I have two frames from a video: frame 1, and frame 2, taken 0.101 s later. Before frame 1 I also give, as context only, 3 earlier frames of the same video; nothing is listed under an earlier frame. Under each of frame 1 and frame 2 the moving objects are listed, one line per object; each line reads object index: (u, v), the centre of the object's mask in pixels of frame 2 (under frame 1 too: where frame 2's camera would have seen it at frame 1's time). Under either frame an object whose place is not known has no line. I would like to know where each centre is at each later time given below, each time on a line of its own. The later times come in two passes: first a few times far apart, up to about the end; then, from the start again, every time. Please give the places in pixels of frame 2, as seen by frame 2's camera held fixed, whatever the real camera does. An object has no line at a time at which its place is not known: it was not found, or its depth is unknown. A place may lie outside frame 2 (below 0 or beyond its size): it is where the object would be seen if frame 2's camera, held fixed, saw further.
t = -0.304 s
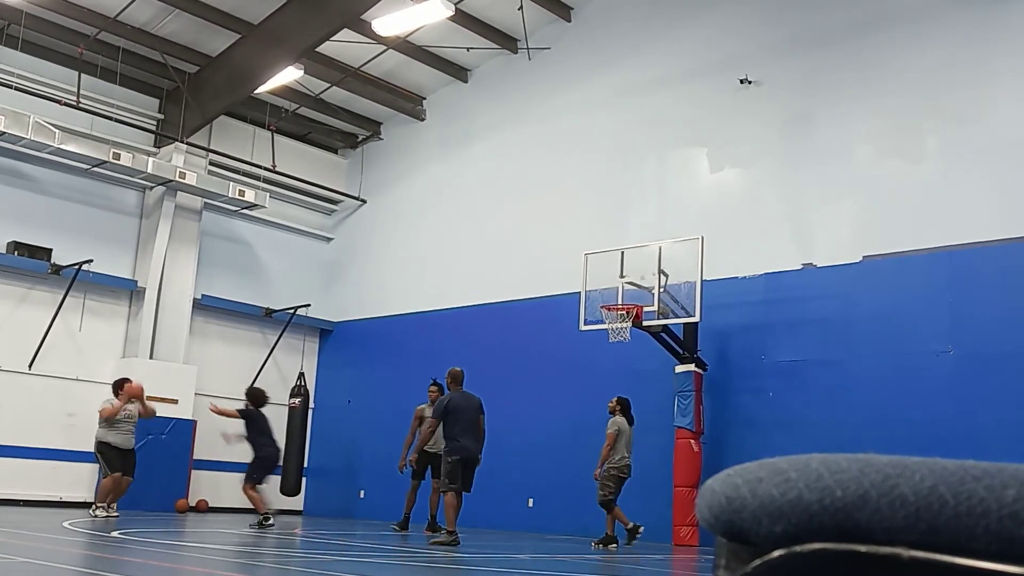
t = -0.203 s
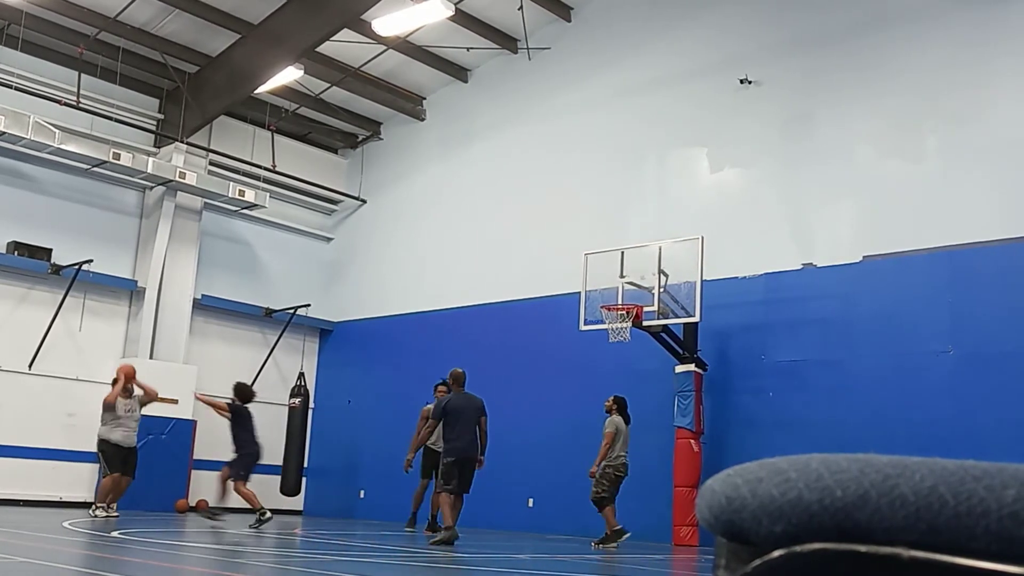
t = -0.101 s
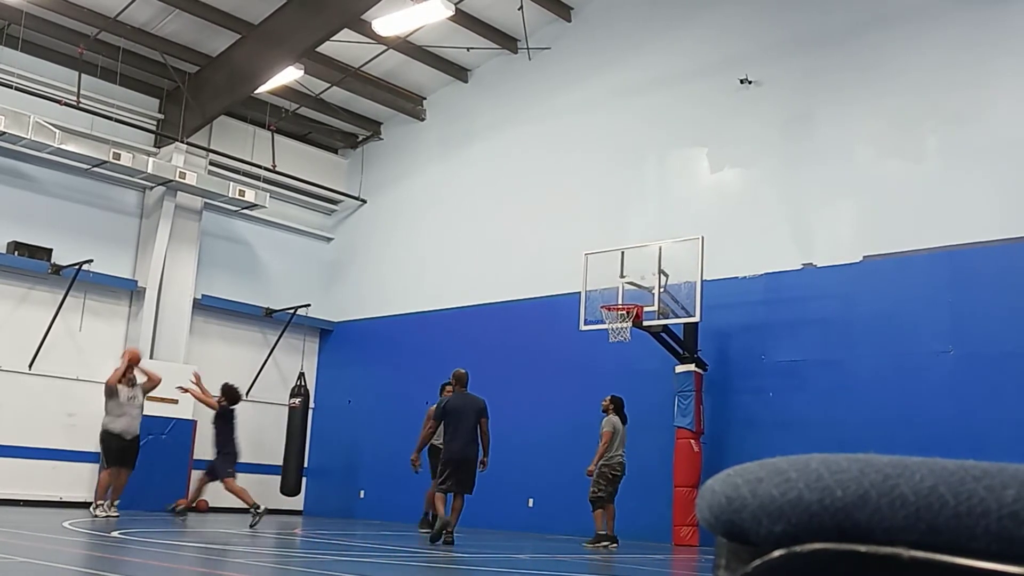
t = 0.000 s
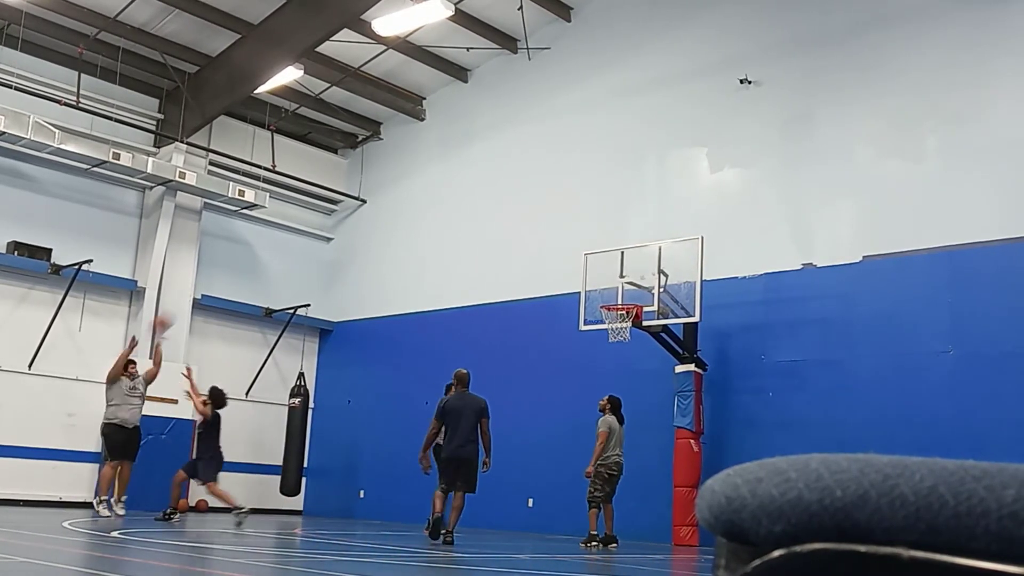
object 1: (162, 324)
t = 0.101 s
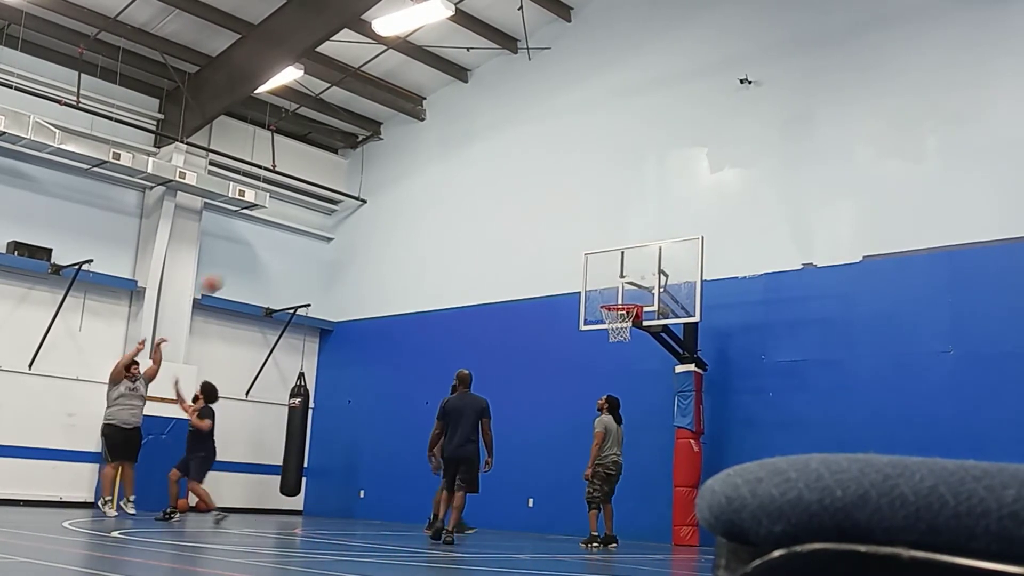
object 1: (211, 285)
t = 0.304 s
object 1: (303, 234)
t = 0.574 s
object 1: (418, 213)
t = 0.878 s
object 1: (541, 250)
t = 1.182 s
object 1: (632, 322)
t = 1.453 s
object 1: (625, 368)
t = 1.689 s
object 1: (619, 451)
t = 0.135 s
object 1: (226, 275)
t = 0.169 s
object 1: (242, 266)
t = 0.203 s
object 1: (257, 256)
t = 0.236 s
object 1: (273, 248)
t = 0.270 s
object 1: (288, 240)
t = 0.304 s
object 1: (303, 234)
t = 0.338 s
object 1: (318, 228)
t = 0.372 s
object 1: (332, 224)
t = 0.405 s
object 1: (346, 220)
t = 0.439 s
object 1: (361, 217)
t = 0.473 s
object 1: (376, 215)
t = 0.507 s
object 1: (390, 213)
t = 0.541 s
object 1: (404, 213)
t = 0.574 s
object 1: (418, 213)
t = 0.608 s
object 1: (432, 214)
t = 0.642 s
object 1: (445, 216)
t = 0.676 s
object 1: (460, 218)
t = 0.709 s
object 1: (473, 221)
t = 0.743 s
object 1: (487, 225)
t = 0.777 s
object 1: (500, 231)
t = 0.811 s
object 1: (514, 236)
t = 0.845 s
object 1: (527, 243)
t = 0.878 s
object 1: (541, 250)
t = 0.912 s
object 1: (554, 258)
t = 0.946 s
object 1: (567, 267)
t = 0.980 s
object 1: (580, 277)
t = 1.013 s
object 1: (594, 288)
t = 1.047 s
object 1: (606, 297)
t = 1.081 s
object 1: (621, 301)
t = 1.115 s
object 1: (631, 318)
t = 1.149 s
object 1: (633, 320)
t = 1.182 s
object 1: (632, 322)
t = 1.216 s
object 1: (633, 324)
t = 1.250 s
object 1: (632, 328)
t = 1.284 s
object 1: (631, 332)
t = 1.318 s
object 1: (630, 338)
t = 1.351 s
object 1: (629, 344)
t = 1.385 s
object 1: (628, 351)
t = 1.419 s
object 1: (627, 359)
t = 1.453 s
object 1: (625, 368)
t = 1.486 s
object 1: (626, 377)
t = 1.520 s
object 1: (624, 387)
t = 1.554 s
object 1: (624, 398)
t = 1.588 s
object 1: (623, 410)
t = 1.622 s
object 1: (621, 423)
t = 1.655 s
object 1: (620, 437)
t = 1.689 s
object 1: (619, 451)
